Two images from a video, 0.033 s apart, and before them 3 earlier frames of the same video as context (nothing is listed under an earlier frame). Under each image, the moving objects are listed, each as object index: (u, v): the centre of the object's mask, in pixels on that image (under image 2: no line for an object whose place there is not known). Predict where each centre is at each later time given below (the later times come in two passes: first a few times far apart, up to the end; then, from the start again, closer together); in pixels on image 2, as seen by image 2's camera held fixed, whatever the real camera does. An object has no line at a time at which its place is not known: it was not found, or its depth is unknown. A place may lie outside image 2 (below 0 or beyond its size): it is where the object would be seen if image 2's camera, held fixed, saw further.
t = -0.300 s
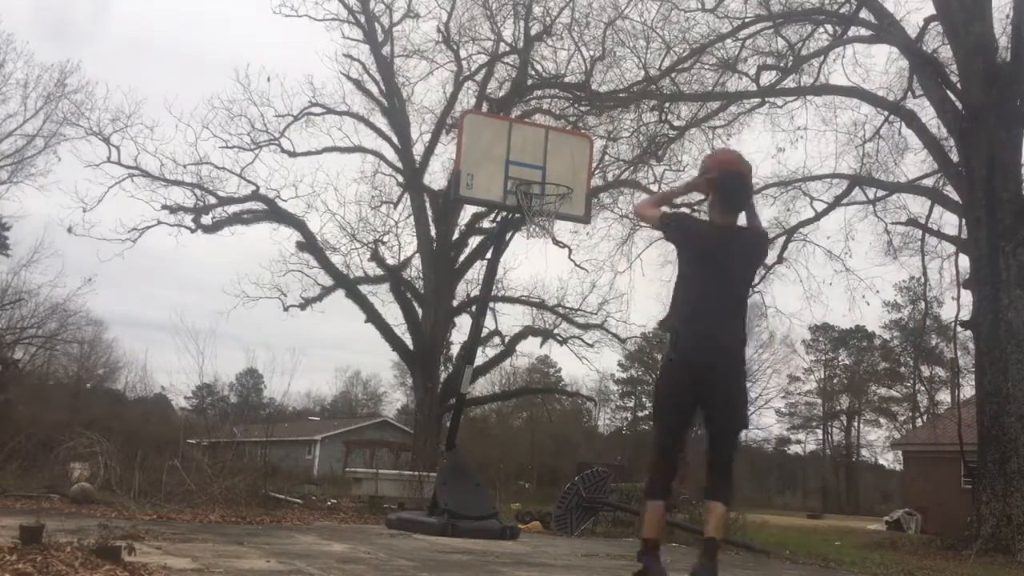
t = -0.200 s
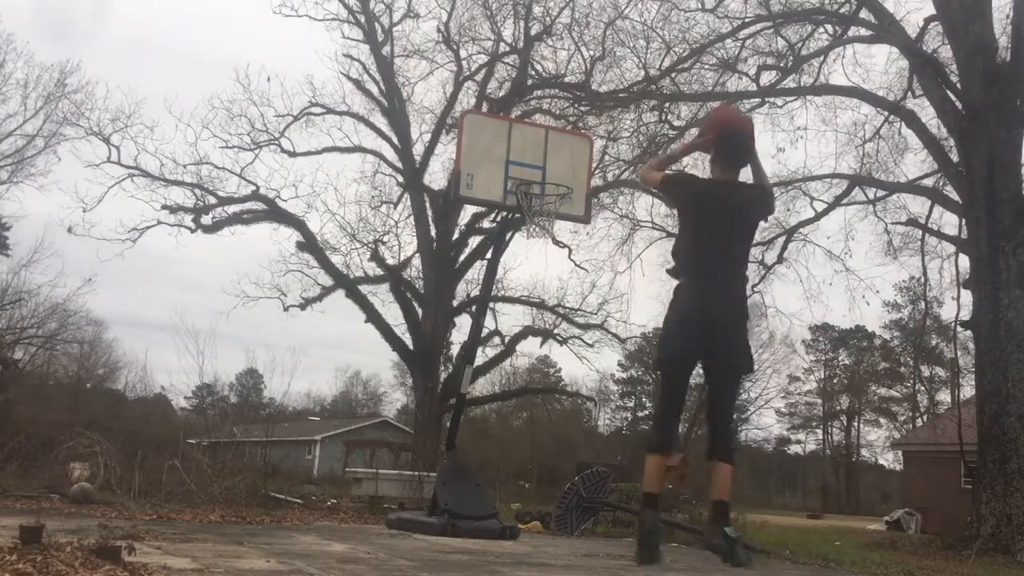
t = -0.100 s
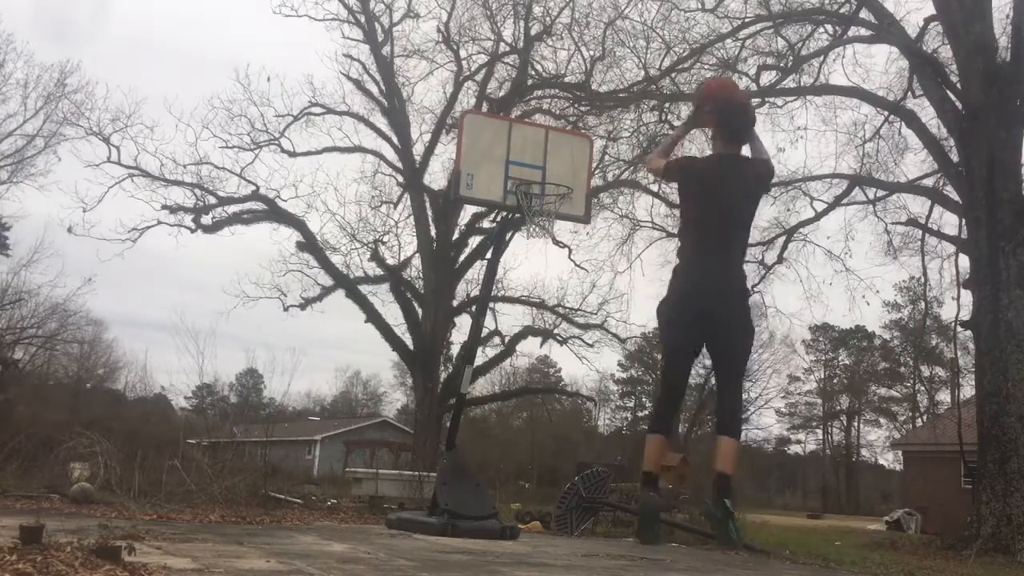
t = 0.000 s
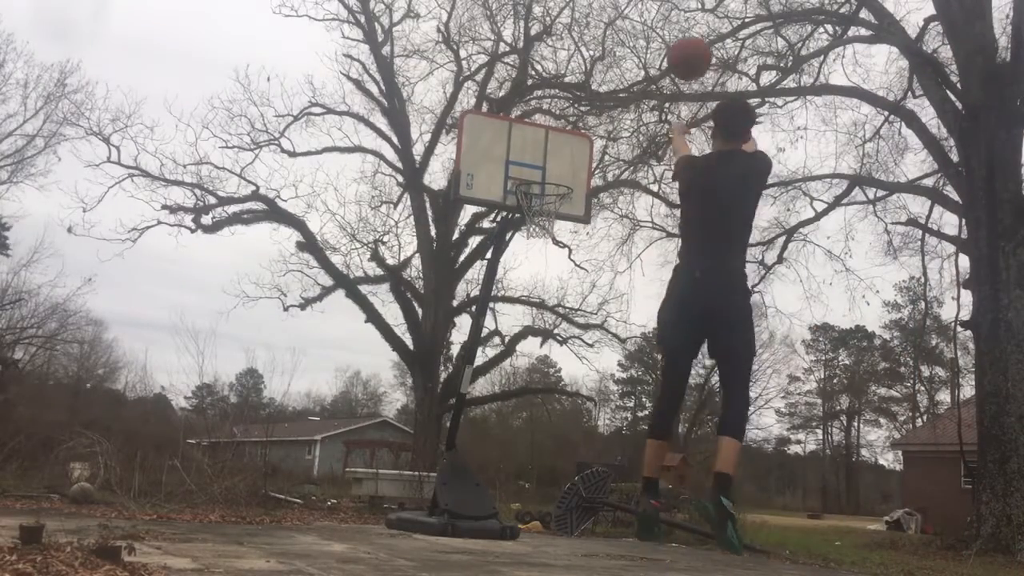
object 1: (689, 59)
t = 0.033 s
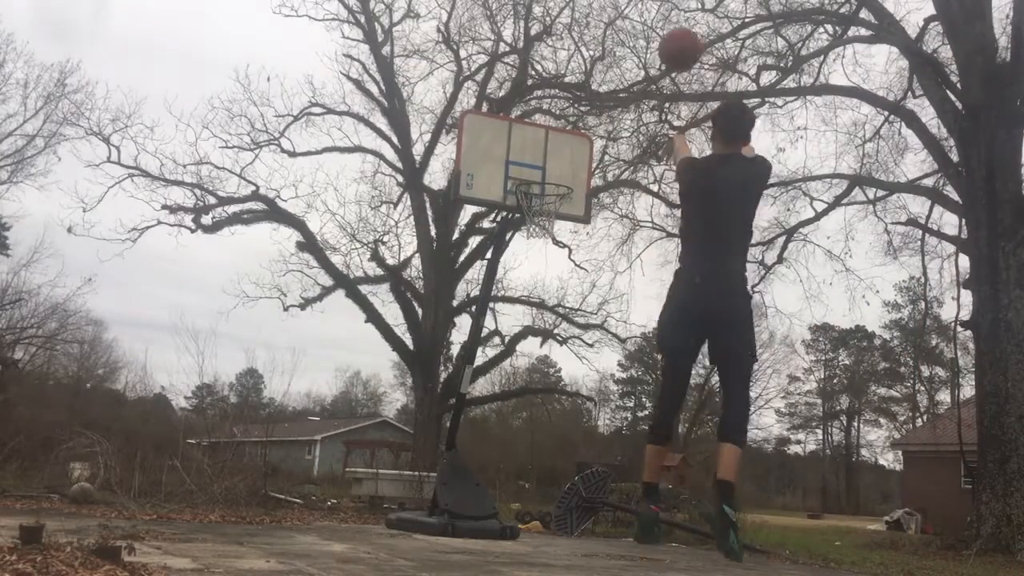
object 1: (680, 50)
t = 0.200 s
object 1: (638, 34)
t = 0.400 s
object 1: (597, 66)
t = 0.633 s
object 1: (558, 151)
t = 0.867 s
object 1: (537, 207)
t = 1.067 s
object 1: (552, 246)
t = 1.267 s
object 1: (563, 332)
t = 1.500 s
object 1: (574, 497)
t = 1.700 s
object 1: (589, 448)
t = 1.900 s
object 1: (604, 375)
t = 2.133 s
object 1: (620, 352)
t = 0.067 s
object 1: (671, 43)
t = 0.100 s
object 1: (662, 37)
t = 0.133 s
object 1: (654, 34)
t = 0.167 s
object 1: (646, 33)
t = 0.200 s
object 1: (638, 34)
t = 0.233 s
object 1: (630, 36)
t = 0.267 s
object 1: (622, 39)
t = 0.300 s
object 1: (616, 44)
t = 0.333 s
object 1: (610, 51)
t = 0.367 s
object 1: (604, 58)
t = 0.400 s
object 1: (597, 66)
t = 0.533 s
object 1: (574, 109)
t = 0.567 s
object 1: (568, 124)
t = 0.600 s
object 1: (564, 136)
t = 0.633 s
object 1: (558, 151)
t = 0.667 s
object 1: (553, 166)
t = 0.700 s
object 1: (548, 181)
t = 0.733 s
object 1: (544, 192)
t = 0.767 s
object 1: (538, 196)
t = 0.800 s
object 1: (535, 201)
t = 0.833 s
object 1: (536, 205)
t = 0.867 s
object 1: (537, 207)
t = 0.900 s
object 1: (539, 209)
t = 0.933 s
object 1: (542, 211)
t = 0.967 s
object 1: (545, 226)
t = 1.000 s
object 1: (548, 231)
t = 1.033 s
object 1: (550, 236)
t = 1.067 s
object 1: (552, 246)
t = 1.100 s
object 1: (554, 257)
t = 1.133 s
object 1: (555, 270)
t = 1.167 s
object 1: (558, 283)
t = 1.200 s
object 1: (560, 298)
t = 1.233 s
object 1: (562, 315)
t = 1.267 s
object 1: (563, 332)
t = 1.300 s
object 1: (564, 352)
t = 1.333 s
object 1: (565, 372)
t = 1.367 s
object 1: (567, 394)
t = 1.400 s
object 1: (568, 418)
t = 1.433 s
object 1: (567, 442)
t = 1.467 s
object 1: (571, 469)
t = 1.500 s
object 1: (574, 497)
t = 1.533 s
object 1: (574, 527)
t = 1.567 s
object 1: (575, 525)
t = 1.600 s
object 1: (577, 502)
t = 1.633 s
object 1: (581, 481)
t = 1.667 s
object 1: (584, 461)
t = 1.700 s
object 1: (589, 448)
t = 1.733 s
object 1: (589, 431)
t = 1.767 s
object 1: (592, 418)
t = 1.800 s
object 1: (596, 405)
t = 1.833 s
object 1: (599, 393)
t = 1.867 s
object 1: (601, 383)
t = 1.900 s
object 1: (604, 375)
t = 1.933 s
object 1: (606, 368)
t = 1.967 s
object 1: (608, 362)
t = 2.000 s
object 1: (612, 357)
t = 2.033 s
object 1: (614, 353)
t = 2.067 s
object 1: (615, 352)
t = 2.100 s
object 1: (617, 351)
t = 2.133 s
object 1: (620, 352)
